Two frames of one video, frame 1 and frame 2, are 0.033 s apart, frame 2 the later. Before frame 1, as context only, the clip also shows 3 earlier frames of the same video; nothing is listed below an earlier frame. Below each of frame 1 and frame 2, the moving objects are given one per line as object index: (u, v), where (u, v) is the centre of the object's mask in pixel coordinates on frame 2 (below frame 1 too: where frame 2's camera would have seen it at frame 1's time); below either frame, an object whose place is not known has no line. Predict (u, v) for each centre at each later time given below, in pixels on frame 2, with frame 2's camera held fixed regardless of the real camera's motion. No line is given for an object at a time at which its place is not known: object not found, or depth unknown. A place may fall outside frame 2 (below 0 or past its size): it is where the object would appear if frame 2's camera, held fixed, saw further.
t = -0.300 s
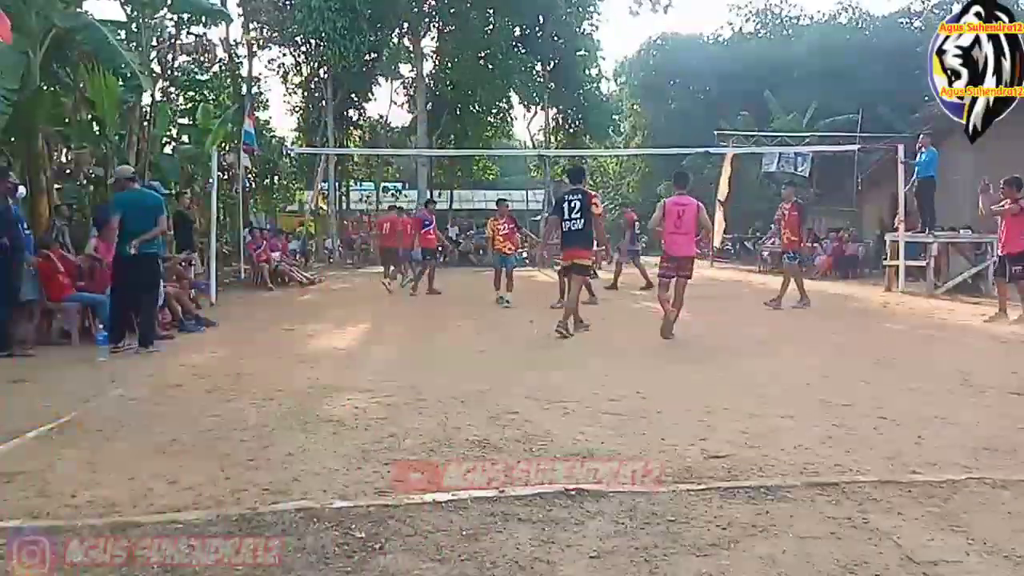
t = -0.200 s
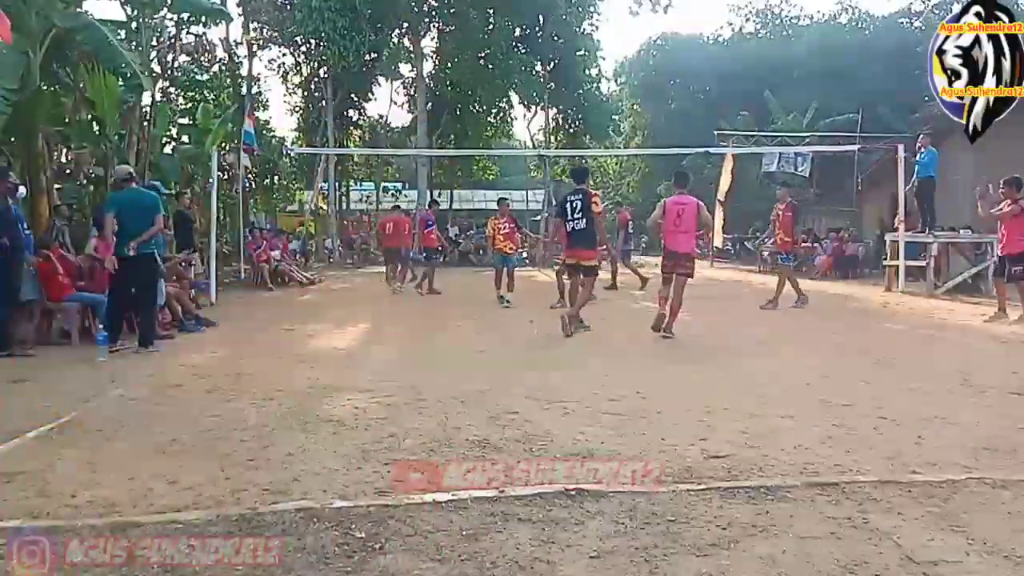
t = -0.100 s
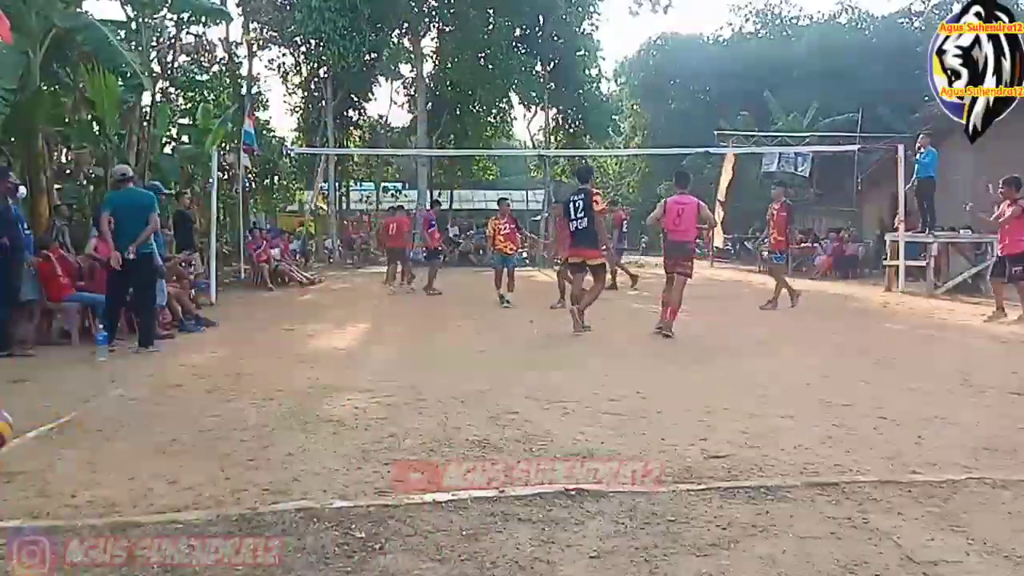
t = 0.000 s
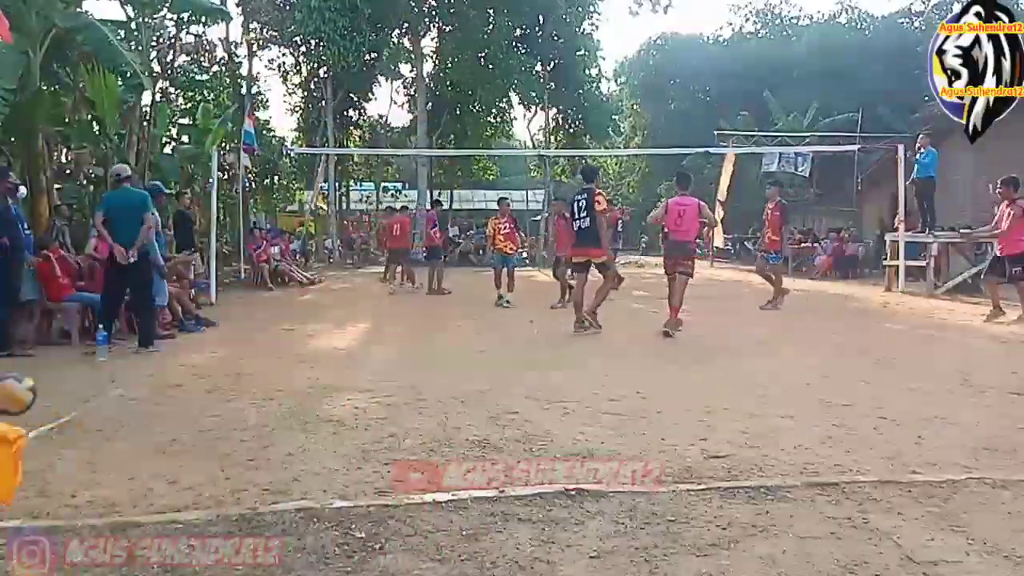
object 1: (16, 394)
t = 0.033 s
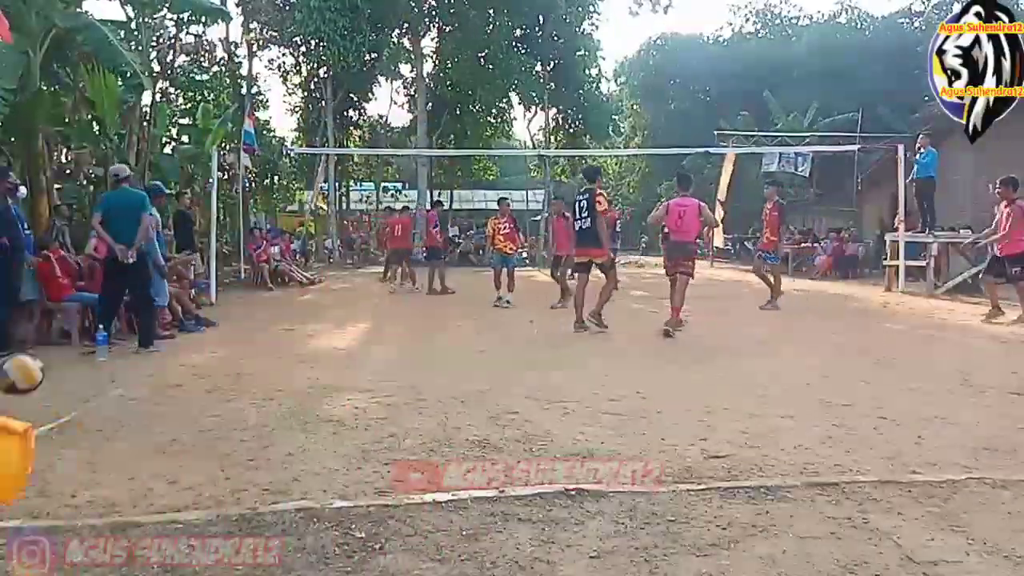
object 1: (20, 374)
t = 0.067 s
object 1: (26, 356)
